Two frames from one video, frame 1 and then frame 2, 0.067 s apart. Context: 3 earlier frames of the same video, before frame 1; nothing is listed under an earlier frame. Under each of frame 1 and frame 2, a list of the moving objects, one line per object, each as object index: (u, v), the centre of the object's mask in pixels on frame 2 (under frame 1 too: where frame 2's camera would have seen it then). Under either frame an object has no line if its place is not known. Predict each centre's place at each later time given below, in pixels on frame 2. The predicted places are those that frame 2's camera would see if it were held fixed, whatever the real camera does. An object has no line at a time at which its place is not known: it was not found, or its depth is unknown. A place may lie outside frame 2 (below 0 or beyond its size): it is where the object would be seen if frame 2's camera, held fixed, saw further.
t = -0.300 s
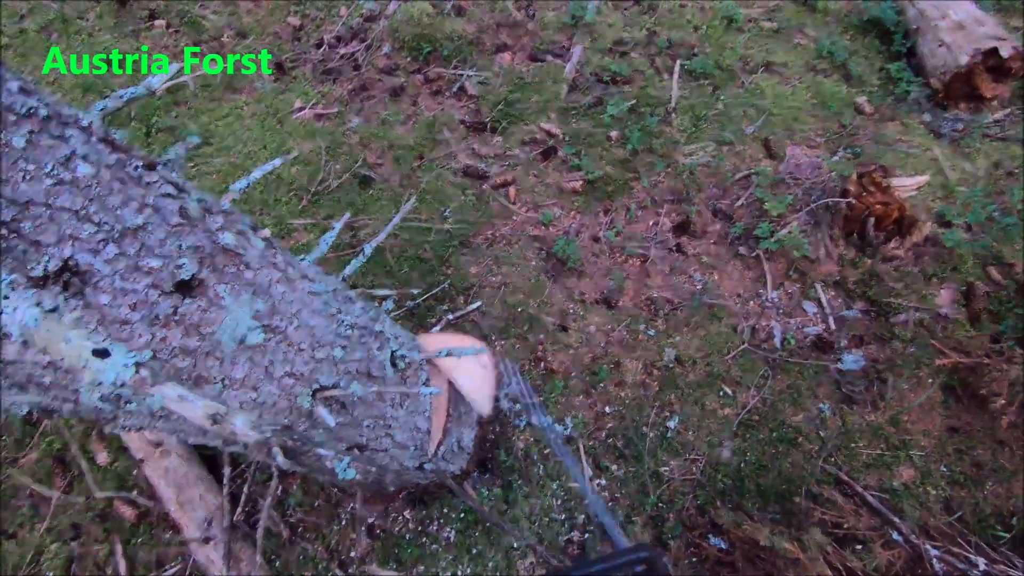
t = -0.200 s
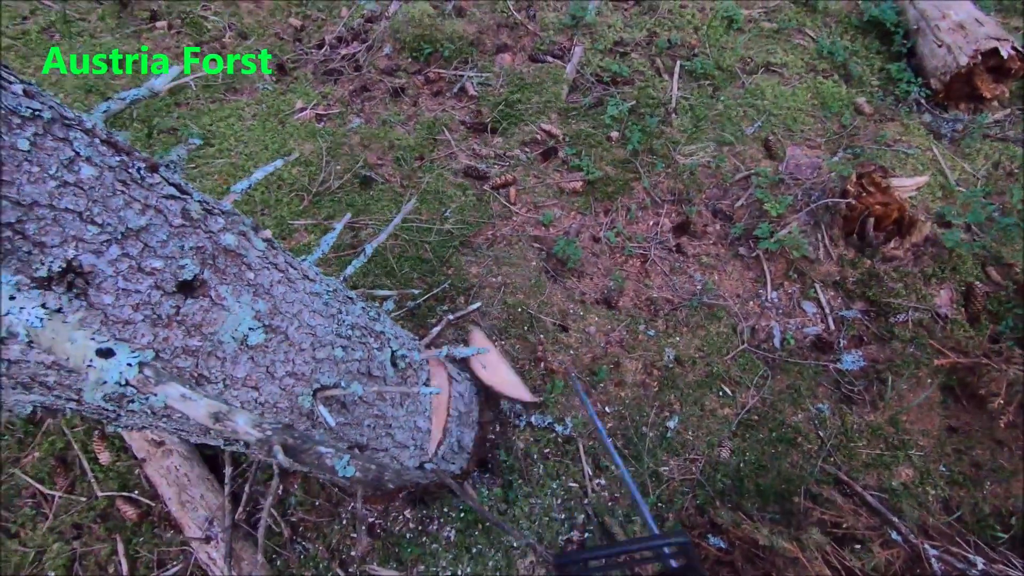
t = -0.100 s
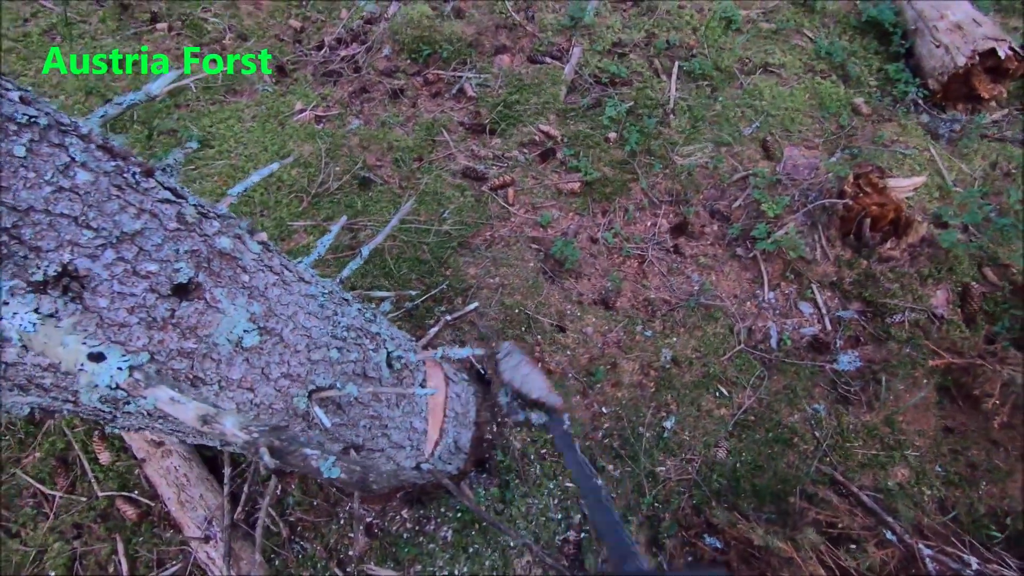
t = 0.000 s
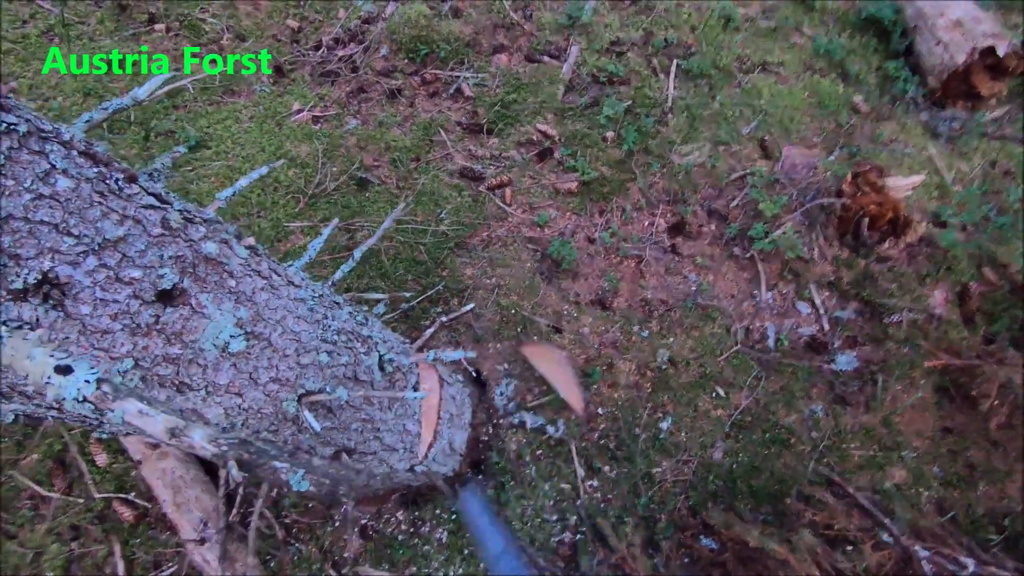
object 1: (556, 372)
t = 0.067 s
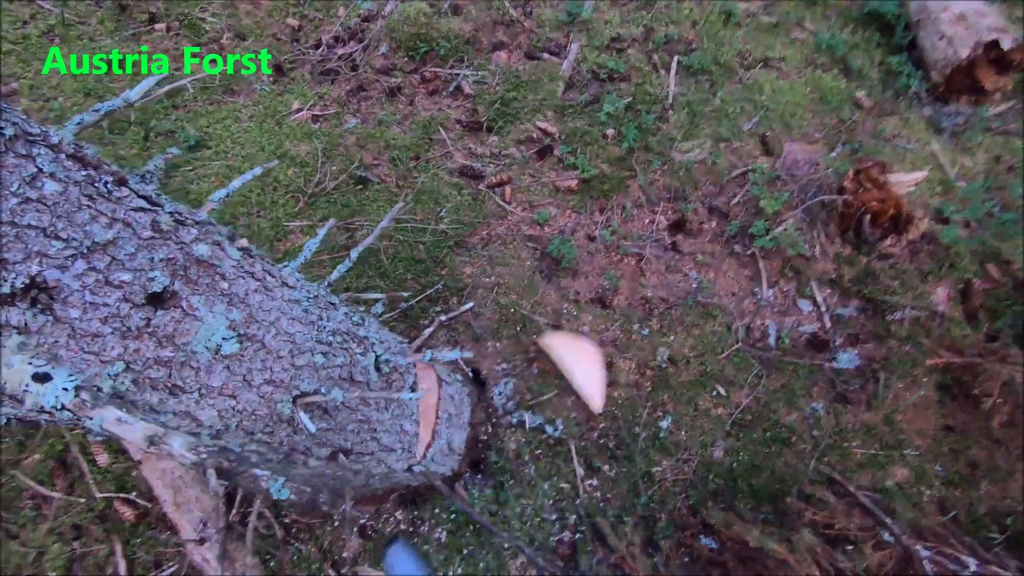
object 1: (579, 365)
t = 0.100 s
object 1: (587, 353)
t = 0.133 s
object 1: (595, 343)
